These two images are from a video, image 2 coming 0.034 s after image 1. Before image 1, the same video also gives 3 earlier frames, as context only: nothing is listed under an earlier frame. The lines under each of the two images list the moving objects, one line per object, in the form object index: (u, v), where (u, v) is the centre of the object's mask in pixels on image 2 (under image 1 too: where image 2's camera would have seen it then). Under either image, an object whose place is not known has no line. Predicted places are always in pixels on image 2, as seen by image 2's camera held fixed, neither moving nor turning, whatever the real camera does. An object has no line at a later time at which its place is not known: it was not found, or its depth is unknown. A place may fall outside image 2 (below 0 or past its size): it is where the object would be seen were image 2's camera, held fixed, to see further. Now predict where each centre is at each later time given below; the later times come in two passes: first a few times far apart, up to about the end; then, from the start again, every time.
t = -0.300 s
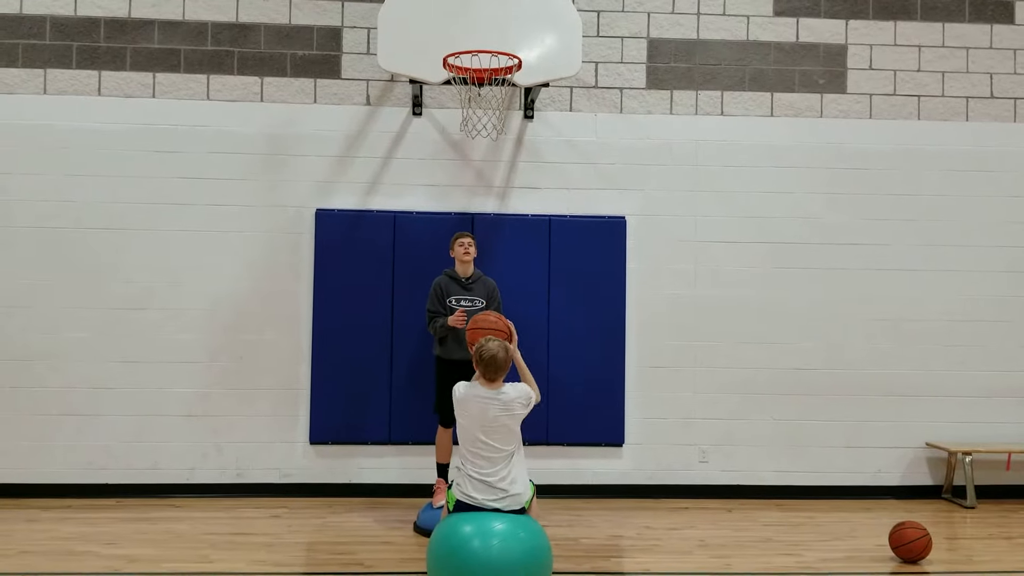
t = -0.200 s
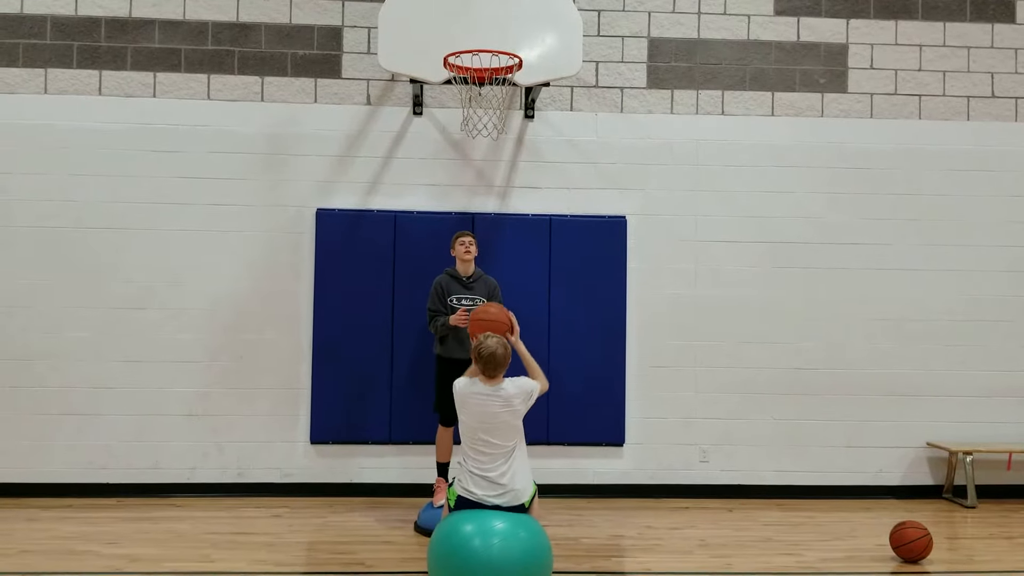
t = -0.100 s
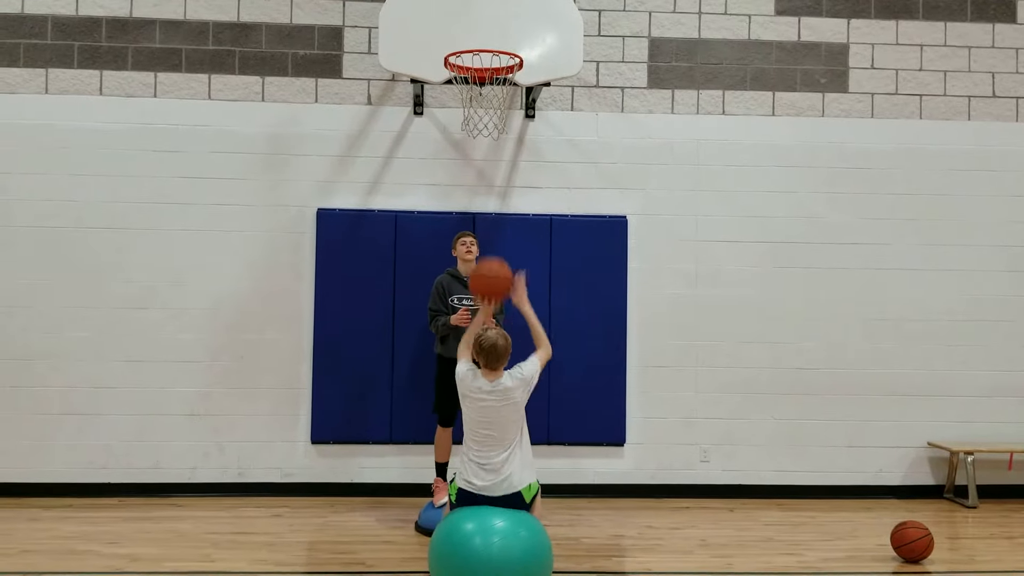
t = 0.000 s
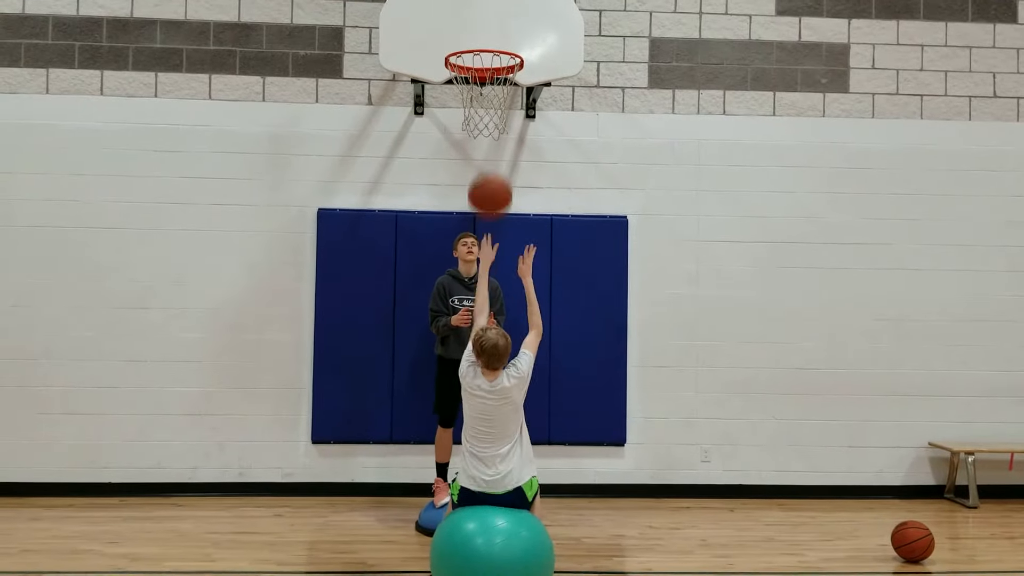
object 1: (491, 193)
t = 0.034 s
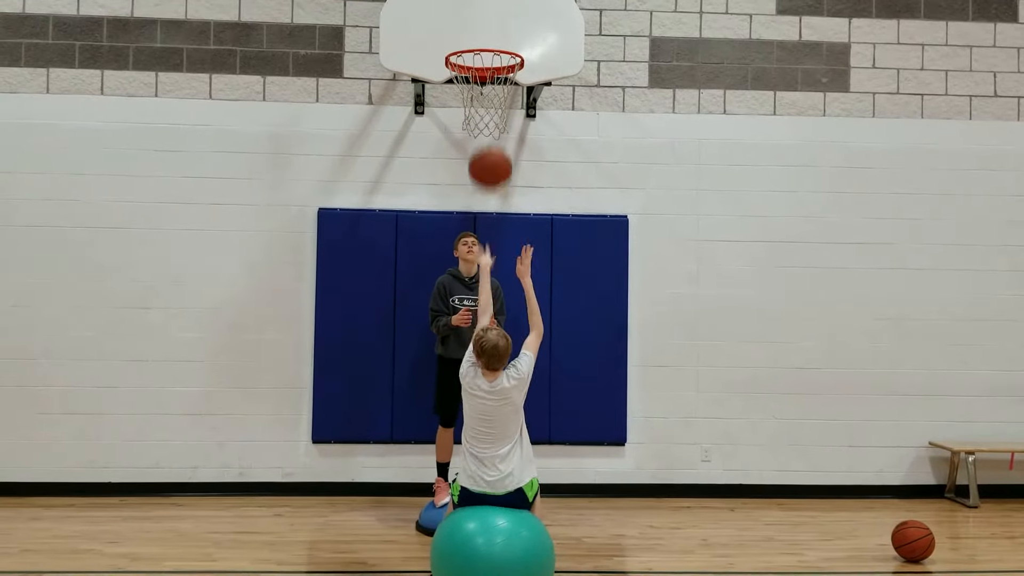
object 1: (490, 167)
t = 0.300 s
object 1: (487, 28)
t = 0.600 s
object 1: (483, 21)
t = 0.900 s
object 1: (490, 101)
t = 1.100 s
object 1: (495, 166)
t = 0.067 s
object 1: (490, 142)
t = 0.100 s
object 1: (490, 119)
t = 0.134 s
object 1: (489, 99)
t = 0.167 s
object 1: (489, 82)
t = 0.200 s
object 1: (488, 66)
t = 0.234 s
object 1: (488, 50)
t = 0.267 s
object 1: (488, 38)
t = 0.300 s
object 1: (487, 28)
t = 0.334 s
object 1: (487, 21)
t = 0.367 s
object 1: (487, 16)
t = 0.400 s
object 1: (486, 14)
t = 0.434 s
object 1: (486, 13)
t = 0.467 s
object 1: (485, 13)
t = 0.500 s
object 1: (485, 13)
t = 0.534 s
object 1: (484, 15)
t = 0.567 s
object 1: (483, 17)
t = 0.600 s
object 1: (483, 21)
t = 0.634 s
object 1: (482, 29)
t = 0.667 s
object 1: (481, 37)
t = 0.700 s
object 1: (481, 50)
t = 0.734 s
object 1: (481, 62)
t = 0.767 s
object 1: (483, 67)
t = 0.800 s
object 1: (485, 74)
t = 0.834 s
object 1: (486, 84)
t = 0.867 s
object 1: (488, 93)
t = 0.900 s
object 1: (490, 101)
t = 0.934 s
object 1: (491, 108)
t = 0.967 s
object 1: (492, 115)
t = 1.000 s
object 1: (493, 125)
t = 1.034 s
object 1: (493, 137)
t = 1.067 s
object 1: (494, 151)
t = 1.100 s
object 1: (495, 166)
